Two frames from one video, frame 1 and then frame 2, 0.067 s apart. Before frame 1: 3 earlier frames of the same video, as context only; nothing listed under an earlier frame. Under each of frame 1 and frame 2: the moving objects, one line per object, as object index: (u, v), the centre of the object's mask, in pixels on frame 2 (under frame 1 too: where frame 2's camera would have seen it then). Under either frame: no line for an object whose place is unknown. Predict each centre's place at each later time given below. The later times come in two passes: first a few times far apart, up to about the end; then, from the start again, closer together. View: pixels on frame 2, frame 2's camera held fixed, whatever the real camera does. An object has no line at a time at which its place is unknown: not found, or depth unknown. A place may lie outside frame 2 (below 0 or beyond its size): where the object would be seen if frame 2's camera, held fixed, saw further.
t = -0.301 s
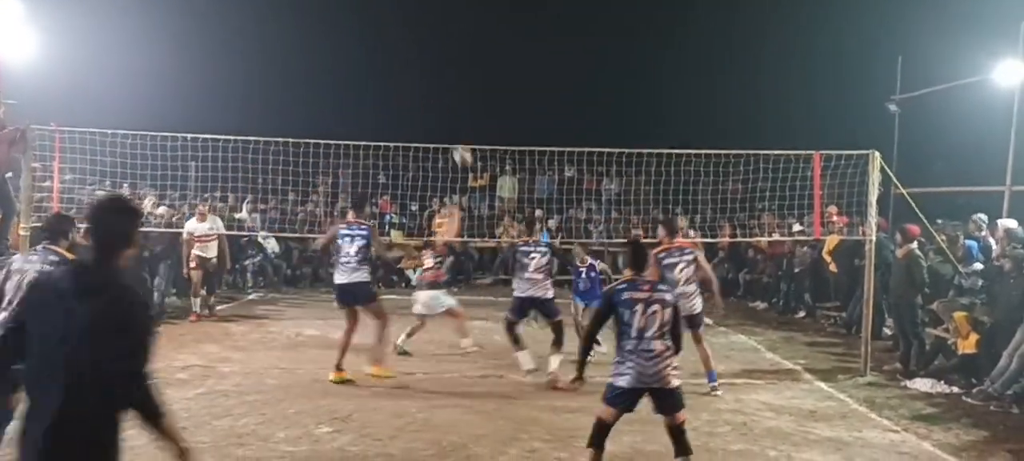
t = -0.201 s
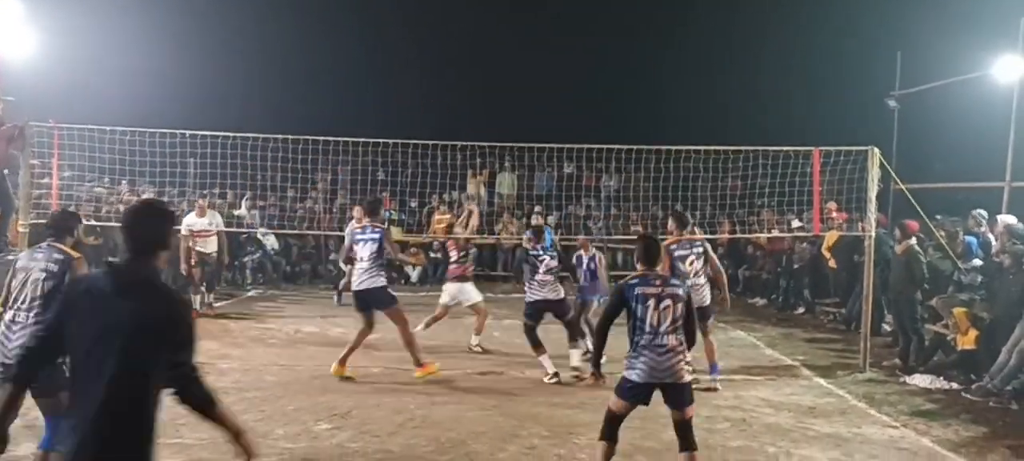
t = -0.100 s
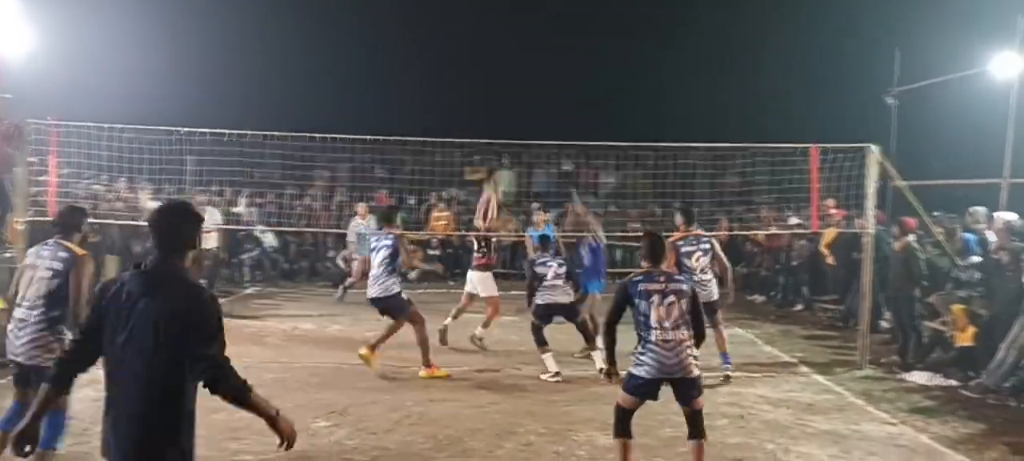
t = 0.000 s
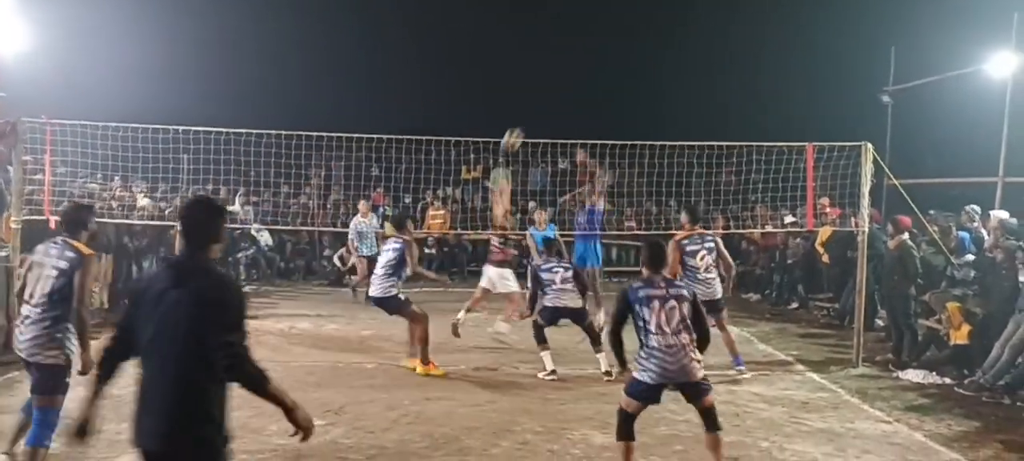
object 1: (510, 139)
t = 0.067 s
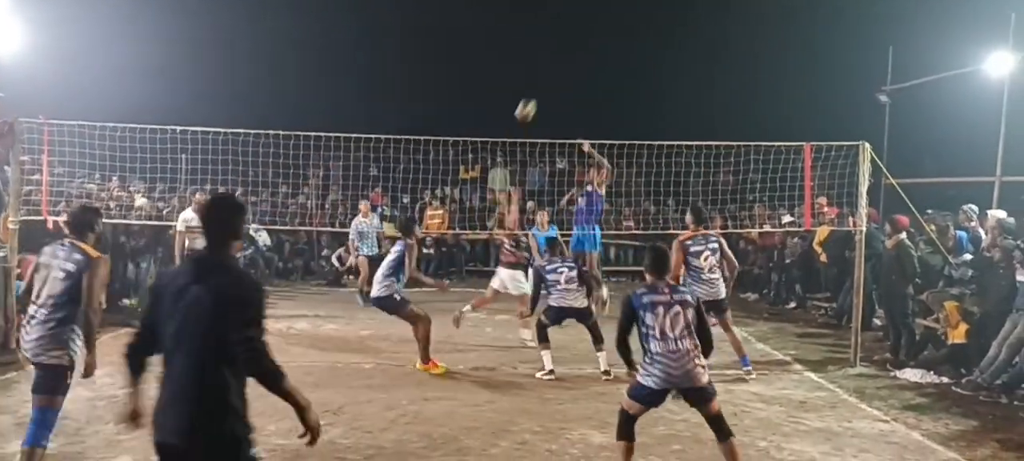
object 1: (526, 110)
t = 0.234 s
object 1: (565, 54)
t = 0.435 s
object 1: (610, 19)
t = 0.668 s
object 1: (662, 21)
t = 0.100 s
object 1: (533, 97)
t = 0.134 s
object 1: (541, 85)
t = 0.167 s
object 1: (549, 74)
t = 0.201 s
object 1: (557, 64)
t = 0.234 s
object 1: (565, 54)
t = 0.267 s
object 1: (573, 46)
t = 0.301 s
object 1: (580, 39)
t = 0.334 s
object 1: (588, 33)
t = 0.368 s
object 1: (595, 27)
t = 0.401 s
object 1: (603, 23)
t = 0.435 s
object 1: (610, 19)
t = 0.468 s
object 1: (618, 16)
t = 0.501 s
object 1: (625, 15)
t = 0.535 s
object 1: (633, 14)
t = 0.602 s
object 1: (647, 16)
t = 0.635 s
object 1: (655, 18)
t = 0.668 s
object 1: (662, 21)
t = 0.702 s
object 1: (669, 25)
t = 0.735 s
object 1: (676, 30)
